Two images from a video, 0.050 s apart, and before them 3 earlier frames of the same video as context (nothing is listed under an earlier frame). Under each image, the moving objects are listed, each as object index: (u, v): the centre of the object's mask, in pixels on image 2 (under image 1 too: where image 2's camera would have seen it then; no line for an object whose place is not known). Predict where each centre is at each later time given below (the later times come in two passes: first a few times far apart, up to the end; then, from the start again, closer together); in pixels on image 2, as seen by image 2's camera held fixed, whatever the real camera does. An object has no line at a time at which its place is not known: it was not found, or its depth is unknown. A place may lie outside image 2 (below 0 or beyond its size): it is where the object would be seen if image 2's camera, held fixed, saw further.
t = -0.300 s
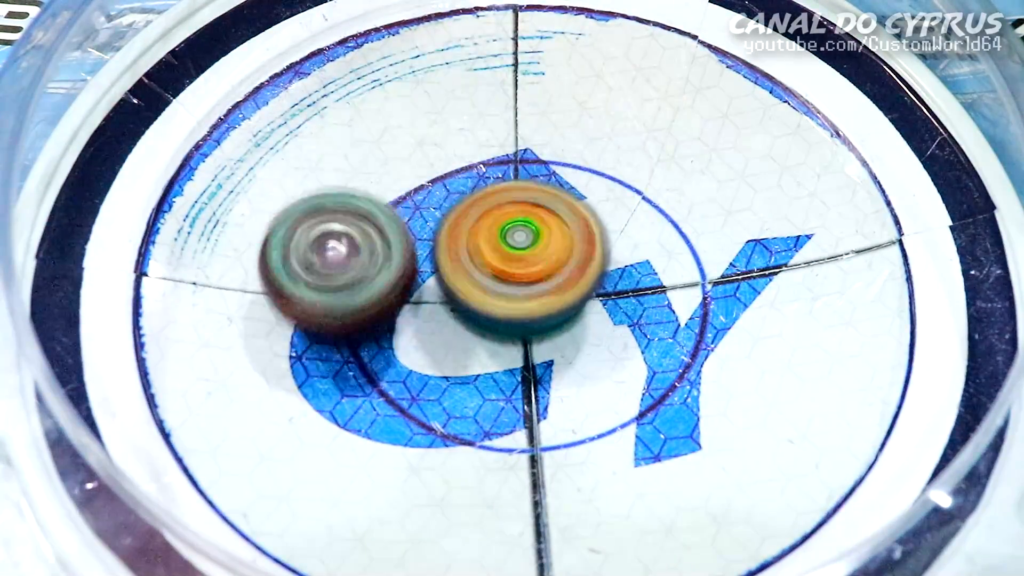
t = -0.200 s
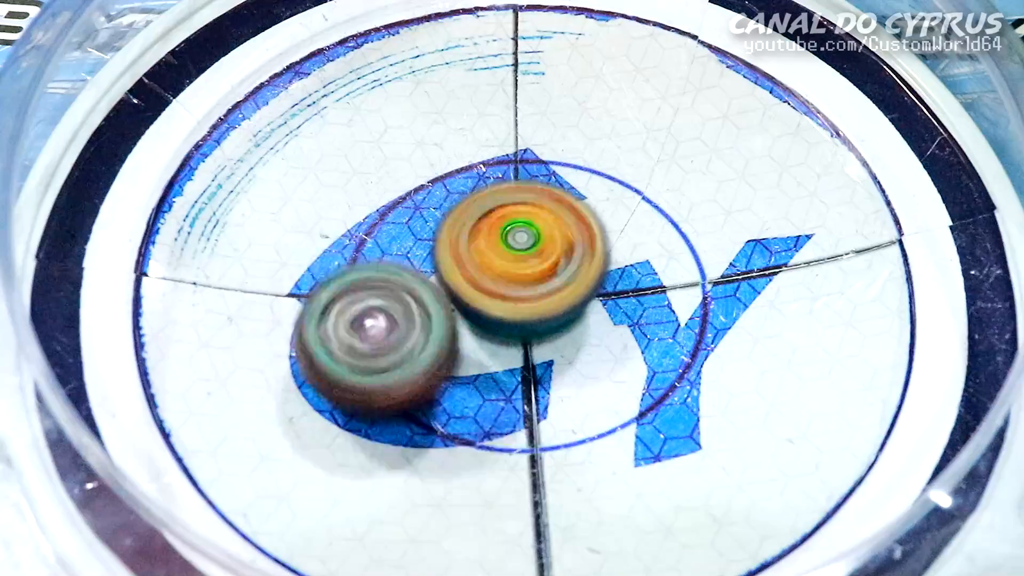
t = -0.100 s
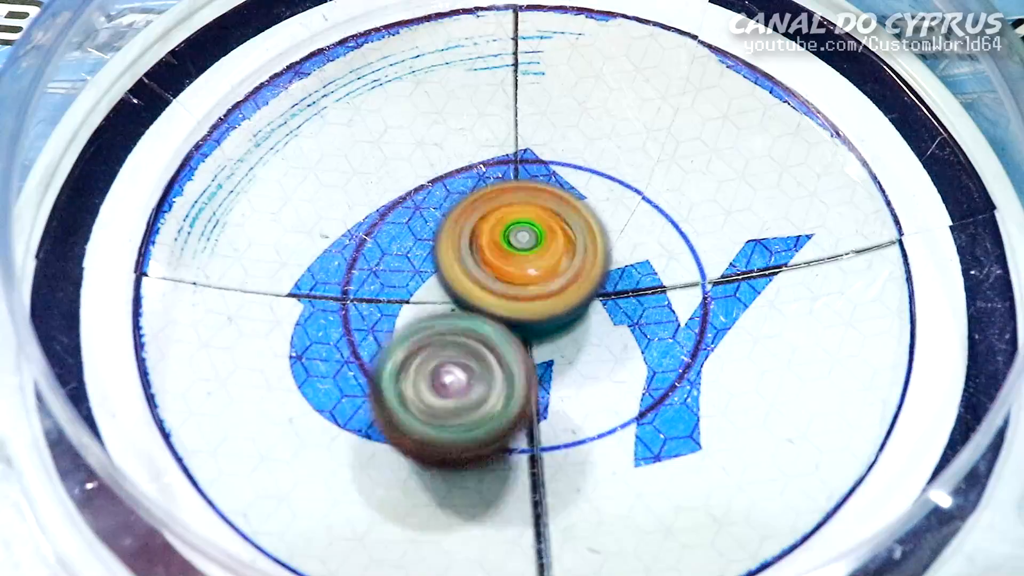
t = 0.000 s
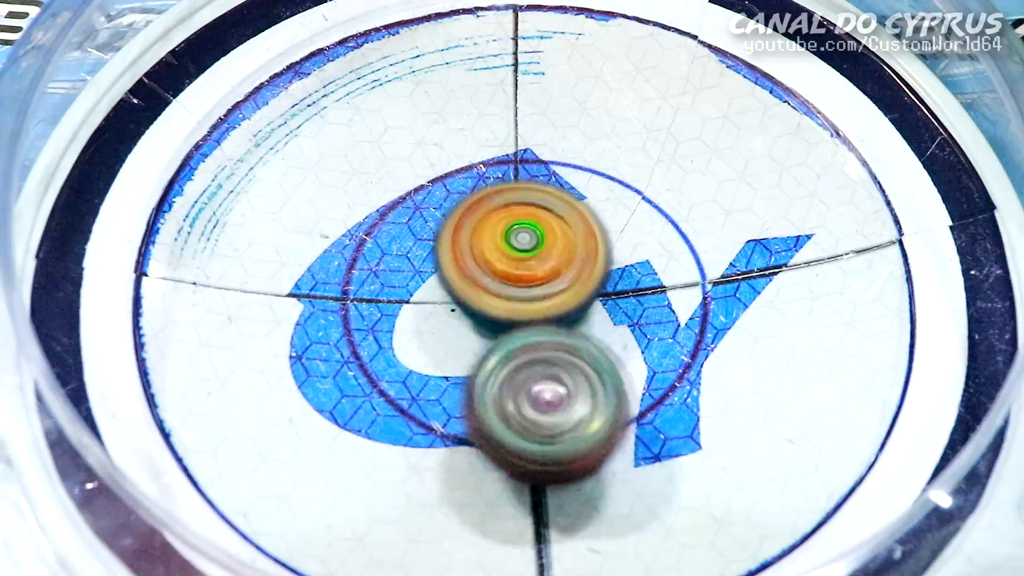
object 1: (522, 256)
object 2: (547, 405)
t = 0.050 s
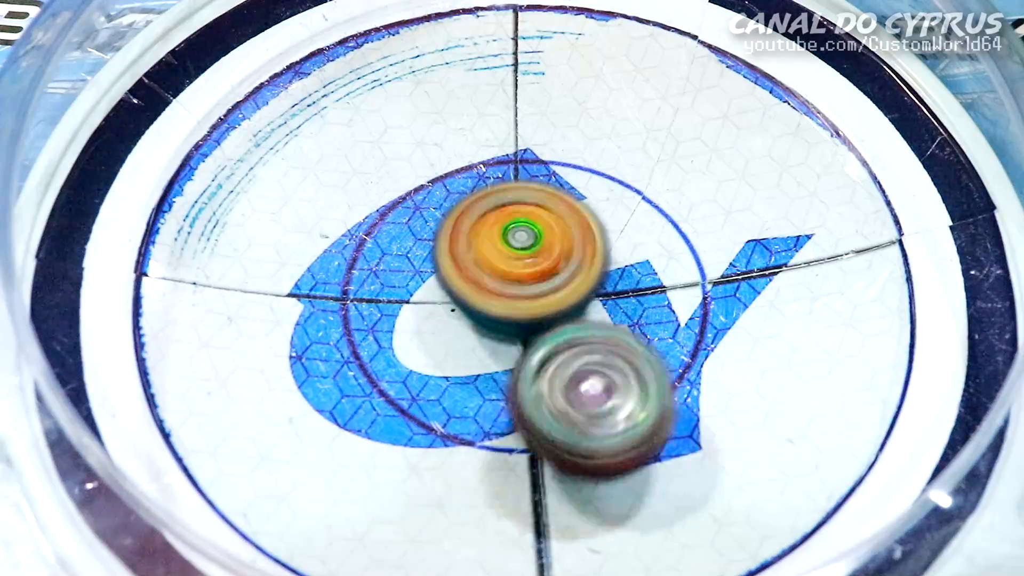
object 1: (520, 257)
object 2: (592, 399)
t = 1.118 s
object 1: (528, 289)
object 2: (347, 210)
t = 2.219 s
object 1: (530, 167)
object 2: (588, 389)
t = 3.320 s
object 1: (451, 265)
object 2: (623, 188)
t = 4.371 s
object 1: (444, 332)
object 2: (623, 146)
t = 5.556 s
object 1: (445, 291)
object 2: (608, 248)
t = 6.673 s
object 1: (453, 238)
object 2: (604, 268)
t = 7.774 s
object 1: (438, 257)
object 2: (583, 337)
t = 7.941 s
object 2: (584, 338)
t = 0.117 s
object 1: (522, 259)
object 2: (646, 375)
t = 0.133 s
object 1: (523, 258)
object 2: (656, 368)
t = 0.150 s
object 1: (522, 258)
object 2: (669, 358)
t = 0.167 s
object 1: (521, 259)
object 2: (677, 348)
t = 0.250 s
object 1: (522, 258)
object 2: (701, 286)
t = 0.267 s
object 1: (522, 258)
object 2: (705, 273)
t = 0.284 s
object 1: (522, 257)
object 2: (704, 260)
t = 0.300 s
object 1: (521, 258)
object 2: (704, 248)
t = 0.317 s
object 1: (521, 258)
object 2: (700, 238)
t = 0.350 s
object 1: (521, 259)
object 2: (689, 217)
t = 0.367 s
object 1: (522, 258)
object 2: (685, 206)
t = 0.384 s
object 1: (522, 258)
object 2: (679, 198)
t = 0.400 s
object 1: (519, 258)
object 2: (675, 187)
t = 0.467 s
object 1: (519, 259)
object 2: (652, 152)
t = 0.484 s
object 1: (518, 259)
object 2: (645, 145)
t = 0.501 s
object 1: (517, 259)
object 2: (636, 137)
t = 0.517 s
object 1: (516, 258)
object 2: (629, 130)
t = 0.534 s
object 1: (516, 259)
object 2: (620, 126)
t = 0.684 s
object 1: (508, 259)
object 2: (526, 107)
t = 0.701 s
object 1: (507, 258)
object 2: (514, 110)
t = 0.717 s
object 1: (505, 258)
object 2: (505, 112)
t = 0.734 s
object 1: (501, 261)
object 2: (496, 110)
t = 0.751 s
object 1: (500, 262)
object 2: (487, 109)
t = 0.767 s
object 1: (500, 264)
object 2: (477, 109)
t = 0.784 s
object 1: (499, 266)
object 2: (467, 112)
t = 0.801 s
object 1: (499, 267)
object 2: (459, 112)
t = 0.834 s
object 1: (500, 270)
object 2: (441, 118)
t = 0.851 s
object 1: (499, 270)
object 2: (432, 121)
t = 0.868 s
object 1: (499, 272)
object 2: (424, 125)
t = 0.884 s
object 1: (500, 273)
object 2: (417, 131)
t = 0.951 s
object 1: (503, 277)
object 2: (395, 157)
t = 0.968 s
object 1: (508, 280)
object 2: (388, 161)
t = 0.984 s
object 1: (513, 284)
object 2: (381, 164)
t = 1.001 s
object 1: (515, 285)
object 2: (375, 167)
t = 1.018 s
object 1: (518, 286)
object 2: (367, 173)
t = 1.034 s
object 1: (520, 287)
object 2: (362, 179)
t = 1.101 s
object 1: (525, 288)
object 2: (348, 204)
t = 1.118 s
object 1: (528, 289)
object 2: (347, 210)
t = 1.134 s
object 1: (528, 289)
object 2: (347, 218)
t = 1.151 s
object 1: (529, 290)
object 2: (347, 225)
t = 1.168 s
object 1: (532, 289)
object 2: (351, 233)
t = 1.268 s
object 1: (546, 284)
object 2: (371, 269)
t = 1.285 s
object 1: (548, 283)
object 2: (372, 274)
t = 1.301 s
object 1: (550, 282)
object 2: (375, 278)
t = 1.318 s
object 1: (555, 279)
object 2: (370, 282)
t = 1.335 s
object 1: (560, 277)
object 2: (365, 286)
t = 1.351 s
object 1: (564, 275)
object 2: (360, 291)
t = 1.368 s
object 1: (566, 272)
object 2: (358, 295)
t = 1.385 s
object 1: (569, 271)
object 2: (354, 301)
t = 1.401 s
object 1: (571, 268)
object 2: (353, 304)
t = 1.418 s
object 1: (573, 266)
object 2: (353, 308)
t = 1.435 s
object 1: (574, 265)
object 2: (352, 313)
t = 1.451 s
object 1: (576, 262)
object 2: (354, 316)
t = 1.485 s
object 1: (580, 258)
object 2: (357, 322)
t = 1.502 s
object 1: (581, 256)
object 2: (362, 325)
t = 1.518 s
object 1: (581, 254)
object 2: (365, 328)
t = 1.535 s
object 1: (580, 252)
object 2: (370, 329)
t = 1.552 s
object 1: (580, 250)
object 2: (377, 331)
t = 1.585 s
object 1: (580, 246)
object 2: (390, 333)
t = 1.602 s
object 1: (580, 244)
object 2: (396, 333)
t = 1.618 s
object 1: (577, 243)
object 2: (403, 331)
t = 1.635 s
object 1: (575, 242)
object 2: (413, 331)
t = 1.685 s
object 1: (574, 237)
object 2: (440, 327)
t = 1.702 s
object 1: (573, 234)
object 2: (448, 325)
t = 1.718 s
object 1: (573, 231)
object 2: (453, 326)
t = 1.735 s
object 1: (577, 224)
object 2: (452, 332)
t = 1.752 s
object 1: (581, 217)
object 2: (452, 336)
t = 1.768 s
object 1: (582, 210)
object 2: (454, 339)
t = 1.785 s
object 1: (581, 206)
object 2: (457, 340)
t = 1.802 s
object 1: (579, 204)
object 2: (462, 344)
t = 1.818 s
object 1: (576, 202)
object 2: (464, 345)
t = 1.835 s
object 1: (573, 202)
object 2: (469, 345)
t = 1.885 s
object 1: (569, 199)
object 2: (484, 348)
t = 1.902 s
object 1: (567, 199)
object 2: (487, 349)
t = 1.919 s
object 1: (566, 197)
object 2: (493, 347)
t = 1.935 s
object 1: (563, 197)
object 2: (499, 347)
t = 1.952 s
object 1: (561, 197)
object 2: (503, 345)
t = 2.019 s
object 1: (552, 196)
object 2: (527, 334)
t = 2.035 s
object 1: (550, 195)
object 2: (532, 330)
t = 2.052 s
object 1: (548, 194)
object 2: (536, 333)
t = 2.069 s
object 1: (545, 186)
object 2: (542, 348)
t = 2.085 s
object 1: (543, 174)
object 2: (544, 361)
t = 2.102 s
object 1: (539, 167)
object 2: (548, 368)
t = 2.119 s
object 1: (535, 163)
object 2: (553, 373)
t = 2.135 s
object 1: (532, 162)
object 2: (560, 377)
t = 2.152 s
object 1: (530, 163)
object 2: (567, 380)
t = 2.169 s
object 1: (529, 165)
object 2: (573, 384)
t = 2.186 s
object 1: (529, 166)
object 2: (577, 386)
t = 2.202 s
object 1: (529, 166)
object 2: (584, 387)
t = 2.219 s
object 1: (530, 167)
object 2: (588, 389)
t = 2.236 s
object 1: (529, 167)
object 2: (593, 389)
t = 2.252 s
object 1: (528, 168)
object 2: (599, 389)
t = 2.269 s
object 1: (525, 171)
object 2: (602, 388)
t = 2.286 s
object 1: (523, 173)
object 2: (606, 386)
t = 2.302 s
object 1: (523, 177)
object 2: (610, 385)
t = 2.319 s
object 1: (522, 180)
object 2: (611, 381)
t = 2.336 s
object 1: (522, 184)
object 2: (615, 378)
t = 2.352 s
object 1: (521, 188)
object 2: (617, 375)
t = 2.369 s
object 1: (518, 193)
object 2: (617, 371)
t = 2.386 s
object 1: (516, 197)
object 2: (619, 366)
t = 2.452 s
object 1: (511, 221)
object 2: (619, 344)
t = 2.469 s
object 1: (508, 228)
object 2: (617, 338)
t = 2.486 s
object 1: (504, 232)
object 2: (620, 334)
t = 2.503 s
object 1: (497, 232)
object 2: (627, 338)
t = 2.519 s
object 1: (491, 233)
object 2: (632, 340)
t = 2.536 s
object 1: (485, 234)
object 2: (636, 339)
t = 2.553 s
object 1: (483, 235)
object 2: (638, 336)
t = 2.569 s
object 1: (482, 237)
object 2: (640, 334)
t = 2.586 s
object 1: (480, 241)
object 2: (642, 330)
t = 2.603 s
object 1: (481, 243)
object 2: (644, 326)
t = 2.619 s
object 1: (481, 246)
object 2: (644, 322)
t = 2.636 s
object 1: (481, 248)
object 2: (645, 318)
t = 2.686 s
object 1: (481, 256)
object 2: (641, 304)
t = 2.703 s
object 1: (480, 258)
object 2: (640, 301)
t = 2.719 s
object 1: (469, 254)
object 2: (651, 299)
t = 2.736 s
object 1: (457, 252)
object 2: (665, 299)
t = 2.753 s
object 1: (446, 251)
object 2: (673, 300)
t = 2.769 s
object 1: (438, 249)
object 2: (677, 297)
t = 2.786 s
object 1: (434, 251)
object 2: (681, 291)
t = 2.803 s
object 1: (434, 253)
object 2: (685, 286)
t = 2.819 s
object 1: (435, 256)
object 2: (688, 282)
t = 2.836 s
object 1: (436, 256)
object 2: (691, 278)
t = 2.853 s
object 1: (437, 257)
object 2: (691, 273)
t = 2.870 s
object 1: (437, 258)
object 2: (690, 268)
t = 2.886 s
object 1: (436, 257)
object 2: (691, 263)
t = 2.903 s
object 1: (433, 257)
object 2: (689, 259)
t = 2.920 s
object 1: (433, 257)
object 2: (686, 255)
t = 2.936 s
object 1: (433, 259)
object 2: (683, 250)
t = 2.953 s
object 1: (433, 260)
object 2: (680, 246)
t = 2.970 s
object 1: (433, 260)
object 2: (675, 242)
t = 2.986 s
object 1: (435, 261)
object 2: (669, 239)
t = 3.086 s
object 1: (451, 263)
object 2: (627, 223)
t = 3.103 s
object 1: (453, 263)
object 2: (620, 220)
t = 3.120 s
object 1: (452, 263)
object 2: (617, 218)
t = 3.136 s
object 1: (448, 263)
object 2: (615, 214)
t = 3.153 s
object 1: (445, 265)
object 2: (615, 212)
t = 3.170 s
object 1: (446, 267)
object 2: (616, 210)
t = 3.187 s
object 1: (448, 267)
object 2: (616, 210)
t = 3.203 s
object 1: (452, 267)
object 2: (612, 209)
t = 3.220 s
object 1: (454, 266)
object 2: (613, 206)
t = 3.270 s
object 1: (452, 264)
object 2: (619, 194)
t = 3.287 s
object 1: (452, 264)
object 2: (622, 192)
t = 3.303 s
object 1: (452, 265)
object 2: (624, 190)
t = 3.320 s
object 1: (451, 265)
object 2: (623, 188)
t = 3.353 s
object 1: (453, 264)
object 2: (623, 182)
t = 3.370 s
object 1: (454, 263)
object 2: (623, 179)
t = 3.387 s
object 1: (455, 263)
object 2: (622, 176)
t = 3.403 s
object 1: (456, 263)
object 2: (622, 173)
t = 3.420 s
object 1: (458, 263)
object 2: (622, 172)
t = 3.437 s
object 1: (460, 263)
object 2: (620, 172)
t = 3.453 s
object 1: (462, 264)
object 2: (616, 172)
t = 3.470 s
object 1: (465, 264)
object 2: (613, 173)
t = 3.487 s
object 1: (469, 264)
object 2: (610, 173)
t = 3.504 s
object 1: (472, 265)
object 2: (605, 173)
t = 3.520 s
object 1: (472, 266)
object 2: (605, 173)
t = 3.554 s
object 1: (474, 268)
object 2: (605, 173)
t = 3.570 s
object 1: (474, 270)
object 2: (604, 171)
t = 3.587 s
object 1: (471, 273)
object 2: (610, 167)
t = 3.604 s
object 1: (473, 277)
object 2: (613, 164)
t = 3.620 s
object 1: (475, 280)
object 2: (616, 162)
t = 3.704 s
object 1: (474, 281)
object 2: (625, 150)
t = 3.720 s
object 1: (473, 281)
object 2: (625, 149)
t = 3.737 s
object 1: (471, 281)
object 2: (626, 149)
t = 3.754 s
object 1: (471, 283)
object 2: (626, 149)
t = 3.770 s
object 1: (472, 284)
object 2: (625, 149)
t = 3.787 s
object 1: (473, 284)
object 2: (624, 149)
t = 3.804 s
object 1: (474, 284)
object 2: (623, 151)
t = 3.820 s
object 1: (476, 284)
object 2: (622, 153)
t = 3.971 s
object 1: (477, 286)
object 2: (600, 177)
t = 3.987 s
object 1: (480, 287)
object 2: (599, 180)
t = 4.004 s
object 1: (481, 292)
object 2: (598, 179)
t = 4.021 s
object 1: (475, 303)
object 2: (607, 171)
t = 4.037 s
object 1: (466, 310)
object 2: (614, 166)
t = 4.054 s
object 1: (460, 313)
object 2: (619, 161)
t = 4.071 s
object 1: (455, 318)
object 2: (623, 156)
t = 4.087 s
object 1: (453, 322)
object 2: (626, 151)
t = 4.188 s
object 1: (447, 335)
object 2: (641, 133)
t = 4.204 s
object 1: (447, 336)
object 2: (642, 132)
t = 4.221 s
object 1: (447, 336)
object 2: (642, 131)
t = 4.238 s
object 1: (447, 335)
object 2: (641, 131)
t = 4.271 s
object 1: (444, 335)
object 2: (640, 132)
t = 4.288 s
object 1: (444, 334)
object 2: (639, 133)
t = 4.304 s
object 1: (442, 334)
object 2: (636, 135)
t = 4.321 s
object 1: (442, 333)
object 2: (635, 136)
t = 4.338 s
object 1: (442, 333)
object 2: (631, 140)
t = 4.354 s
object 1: (442, 332)
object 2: (628, 143)
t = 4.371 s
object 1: (444, 332)
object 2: (623, 146)
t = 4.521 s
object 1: (467, 303)
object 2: (576, 187)
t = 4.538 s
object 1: (466, 303)
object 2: (577, 186)
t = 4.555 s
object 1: (468, 303)
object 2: (576, 186)
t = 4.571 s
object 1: (468, 303)
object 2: (573, 186)
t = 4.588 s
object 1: (464, 306)
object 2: (577, 183)
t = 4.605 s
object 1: (459, 310)
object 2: (582, 180)
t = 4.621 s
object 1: (454, 310)
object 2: (585, 178)
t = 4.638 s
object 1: (450, 308)
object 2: (586, 175)
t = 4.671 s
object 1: (442, 306)
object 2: (589, 167)
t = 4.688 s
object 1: (440, 306)
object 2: (591, 163)
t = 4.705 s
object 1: (438, 308)
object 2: (594, 160)
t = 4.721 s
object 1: (436, 309)
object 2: (598, 160)
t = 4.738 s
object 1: (437, 311)
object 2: (600, 160)
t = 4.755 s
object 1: (439, 311)
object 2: (599, 160)
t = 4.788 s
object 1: (447, 311)
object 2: (599, 157)
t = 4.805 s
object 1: (450, 311)
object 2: (602, 157)
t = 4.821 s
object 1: (450, 309)
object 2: (604, 158)
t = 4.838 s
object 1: (450, 307)
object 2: (603, 161)
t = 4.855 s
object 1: (450, 304)
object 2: (601, 162)
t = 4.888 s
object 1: (449, 300)
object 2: (599, 164)
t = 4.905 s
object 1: (448, 300)
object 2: (599, 166)
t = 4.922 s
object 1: (449, 299)
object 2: (596, 170)
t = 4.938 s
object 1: (449, 299)
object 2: (593, 173)
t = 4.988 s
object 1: (452, 295)
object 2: (582, 184)
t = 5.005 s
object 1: (453, 293)
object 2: (579, 187)
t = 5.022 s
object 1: (450, 293)
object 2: (581, 188)
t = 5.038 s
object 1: (445, 293)
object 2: (588, 187)
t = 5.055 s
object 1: (443, 296)
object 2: (590, 189)
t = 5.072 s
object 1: (445, 298)
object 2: (589, 192)
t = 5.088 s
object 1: (447, 298)
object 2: (587, 192)
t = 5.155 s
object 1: (457, 296)
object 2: (590, 195)
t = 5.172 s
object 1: (458, 295)
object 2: (590, 198)
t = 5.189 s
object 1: (456, 295)
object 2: (590, 200)
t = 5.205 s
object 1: (453, 294)
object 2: (592, 201)
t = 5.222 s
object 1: (449, 294)
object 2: (595, 201)
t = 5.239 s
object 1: (443, 294)
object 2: (601, 200)
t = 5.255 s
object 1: (438, 295)
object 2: (604, 201)
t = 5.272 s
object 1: (433, 298)
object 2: (608, 203)
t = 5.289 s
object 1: (431, 301)
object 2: (610, 204)
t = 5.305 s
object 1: (430, 301)
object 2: (611, 204)
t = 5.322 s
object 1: (432, 303)
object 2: (611, 205)
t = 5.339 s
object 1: (435, 303)
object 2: (613, 206)
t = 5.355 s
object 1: (441, 303)
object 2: (616, 208)
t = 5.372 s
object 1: (445, 304)
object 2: (617, 211)
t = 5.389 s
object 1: (449, 303)
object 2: (618, 216)
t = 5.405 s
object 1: (450, 301)
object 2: (617, 219)
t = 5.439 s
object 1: (452, 299)
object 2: (612, 224)
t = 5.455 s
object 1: (453, 298)
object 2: (611, 226)
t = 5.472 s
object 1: (451, 296)
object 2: (611, 229)
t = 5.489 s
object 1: (451, 295)
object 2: (613, 231)
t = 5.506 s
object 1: (449, 295)
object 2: (613, 236)
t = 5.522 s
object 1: (447, 293)
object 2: (611, 241)
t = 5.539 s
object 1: (446, 291)
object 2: (609, 245)
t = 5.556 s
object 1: (445, 291)
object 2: (608, 248)
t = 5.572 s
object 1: (446, 292)
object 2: (606, 250)
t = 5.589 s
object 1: (444, 292)
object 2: (608, 251)
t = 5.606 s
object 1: (440, 290)
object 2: (612, 253)
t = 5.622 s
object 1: (438, 288)
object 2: (615, 257)
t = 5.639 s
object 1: (438, 286)
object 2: (615, 262)
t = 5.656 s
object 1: (437, 286)
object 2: (614, 265)
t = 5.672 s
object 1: (437, 285)
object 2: (610, 269)
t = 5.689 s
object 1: (436, 285)
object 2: (609, 271)
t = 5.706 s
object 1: (434, 286)
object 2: (612, 273)
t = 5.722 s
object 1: (432, 287)
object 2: (617, 276)
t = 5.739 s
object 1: (430, 286)
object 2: (619, 280)
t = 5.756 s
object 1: (430, 286)
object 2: (620, 284)
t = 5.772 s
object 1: (432, 287)
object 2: (620, 286)
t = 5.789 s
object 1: (432, 286)
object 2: (619, 290)
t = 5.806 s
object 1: (433, 287)
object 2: (617, 292)
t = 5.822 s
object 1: (434, 286)
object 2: (615, 296)
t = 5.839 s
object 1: (435, 287)
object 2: (612, 298)
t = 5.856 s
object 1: (436, 286)
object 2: (611, 300)
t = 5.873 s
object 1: (433, 284)
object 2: (617, 303)
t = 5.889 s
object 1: (432, 282)
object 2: (620, 305)
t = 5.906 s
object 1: (431, 279)
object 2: (621, 308)
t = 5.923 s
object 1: (432, 278)
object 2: (621, 312)
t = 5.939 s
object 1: (432, 277)
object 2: (618, 316)
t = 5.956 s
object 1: (434, 276)
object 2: (615, 318)
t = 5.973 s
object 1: (437, 276)
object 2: (610, 318)
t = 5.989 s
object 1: (437, 275)
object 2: (607, 318)
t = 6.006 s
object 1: (437, 275)
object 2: (605, 318)
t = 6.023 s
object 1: (438, 275)
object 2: (604, 318)
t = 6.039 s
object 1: (437, 274)
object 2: (604, 318)
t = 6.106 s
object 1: (438, 266)
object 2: (602, 315)
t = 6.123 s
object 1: (440, 263)
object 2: (600, 314)
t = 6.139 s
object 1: (442, 261)
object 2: (598, 314)
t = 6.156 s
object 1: (438, 257)
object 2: (605, 317)
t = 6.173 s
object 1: (431, 254)
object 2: (612, 323)
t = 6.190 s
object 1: (425, 250)
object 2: (617, 328)
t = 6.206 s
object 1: (422, 244)
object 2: (619, 331)
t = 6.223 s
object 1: (419, 238)
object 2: (619, 333)
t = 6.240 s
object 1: (417, 231)
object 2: (617, 335)
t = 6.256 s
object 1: (417, 227)
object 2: (618, 333)
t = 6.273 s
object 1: (417, 223)
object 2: (621, 330)
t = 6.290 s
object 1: (417, 221)
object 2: (624, 329)
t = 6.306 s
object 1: (417, 220)
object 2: (629, 329)
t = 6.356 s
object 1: (413, 215)
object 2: (636, 331)
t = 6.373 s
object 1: (412, 215)
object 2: (636, 331)
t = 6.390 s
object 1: (411, 213)
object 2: (637, 331)
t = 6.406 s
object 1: (409, 210)
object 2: (635, 330)
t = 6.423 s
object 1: (411, 207)
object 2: (633, 328)
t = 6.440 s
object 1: (414, 206)
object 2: (628, 327)
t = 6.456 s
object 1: (418, 206)
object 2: (623, 324)
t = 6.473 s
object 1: (420, 206)
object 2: (617, 319)
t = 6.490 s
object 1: (422, 209)
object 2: (610, 313)
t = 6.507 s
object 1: (426, 210)
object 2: (606, 308)
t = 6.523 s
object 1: (432, 215)
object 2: (603, 303)
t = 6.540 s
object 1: (435, 219)
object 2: (601, 299)
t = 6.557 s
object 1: (438, 222)
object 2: (600, 295)
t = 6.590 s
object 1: (444, 226)
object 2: (601, 289)
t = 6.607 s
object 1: (446, 229)
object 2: (601, 284)
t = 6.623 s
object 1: (449, 232)
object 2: (601, 277)
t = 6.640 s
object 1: (450, 234)
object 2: (603, 274)
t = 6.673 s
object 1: (453, 238)
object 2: (604, 268)
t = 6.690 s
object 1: (456, 239)
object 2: (606, 264)
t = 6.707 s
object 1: (457, 241)
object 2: (606, 267)
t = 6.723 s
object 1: (457, 239)
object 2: (609, 266)
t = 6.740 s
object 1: (454, 239)
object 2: (612, 265)
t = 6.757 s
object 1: (452, 239)
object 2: (616, 266)
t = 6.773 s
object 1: (452, 241)
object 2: (619, 266)
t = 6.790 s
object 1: (452, 243)
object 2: (622, 266)
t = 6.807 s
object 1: (452, 243)
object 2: (625, 266)
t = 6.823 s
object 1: (452, 243)
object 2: (627, 266)
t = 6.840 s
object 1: (451, 243)
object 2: (627, 268)
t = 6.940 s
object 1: (441, 250)
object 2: (631, 272)
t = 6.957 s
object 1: (439, 252)
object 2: (631, 274)
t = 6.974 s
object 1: (436, 253)
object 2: (631, 277)
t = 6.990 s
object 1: (434, 255)
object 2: (630, 279)
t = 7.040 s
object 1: (429, 258)
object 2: (625, 287)
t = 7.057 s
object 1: (428, 256)
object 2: (621, 291)
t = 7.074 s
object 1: (428, 254)
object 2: (617, 294)
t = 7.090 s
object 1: (430, 254)
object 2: (612, 298)
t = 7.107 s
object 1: (432, 255)
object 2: (606, 302)
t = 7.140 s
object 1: (439, 258)
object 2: (595, 311)
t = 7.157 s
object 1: (439, 259)
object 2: (593, 315)
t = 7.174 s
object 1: (438, 260)
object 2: (590, 318)
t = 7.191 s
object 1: (437, 259)
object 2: (588, 321)
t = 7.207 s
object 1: (436, 259)
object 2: (586, 324)
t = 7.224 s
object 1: (437, 260)
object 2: (583, 326)
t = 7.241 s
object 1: (437, 260)
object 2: (583, 329)
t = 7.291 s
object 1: (437, 262)
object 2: (582, 335)
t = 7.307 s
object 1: (437, 263)
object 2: (583, 336)
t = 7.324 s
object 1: (436, 263)
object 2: (583, 337)
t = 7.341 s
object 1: (436, 262)
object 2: (584, 337)
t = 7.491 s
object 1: (436, 256)
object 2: (583, 338)
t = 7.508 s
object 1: (436, 256)
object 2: (583, 338)
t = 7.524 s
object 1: (436, 256)
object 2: (582, 338)
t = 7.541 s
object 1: (436, 256)
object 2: (582, 338)
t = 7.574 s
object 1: (437, 258)
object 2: (583, 338)
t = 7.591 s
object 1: (437, 259)
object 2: (583, 338)
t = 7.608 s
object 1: (438, 260)
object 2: (583, 337)
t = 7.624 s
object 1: (438, 260)
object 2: (584, 337)
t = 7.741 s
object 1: (438, 258)
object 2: (583, 337)
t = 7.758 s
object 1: (438, 258)
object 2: (583, 337)
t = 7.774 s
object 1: (438, 257)
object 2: (583, 337)
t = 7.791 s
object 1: (439, 257)
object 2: (583, 338)
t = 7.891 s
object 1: (443, 257)
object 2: (584, 337)
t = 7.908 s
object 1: (444, 257)
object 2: (584, 337)
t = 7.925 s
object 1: (444, 257)
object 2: (584, 338)
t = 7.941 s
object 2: (584, 338)
